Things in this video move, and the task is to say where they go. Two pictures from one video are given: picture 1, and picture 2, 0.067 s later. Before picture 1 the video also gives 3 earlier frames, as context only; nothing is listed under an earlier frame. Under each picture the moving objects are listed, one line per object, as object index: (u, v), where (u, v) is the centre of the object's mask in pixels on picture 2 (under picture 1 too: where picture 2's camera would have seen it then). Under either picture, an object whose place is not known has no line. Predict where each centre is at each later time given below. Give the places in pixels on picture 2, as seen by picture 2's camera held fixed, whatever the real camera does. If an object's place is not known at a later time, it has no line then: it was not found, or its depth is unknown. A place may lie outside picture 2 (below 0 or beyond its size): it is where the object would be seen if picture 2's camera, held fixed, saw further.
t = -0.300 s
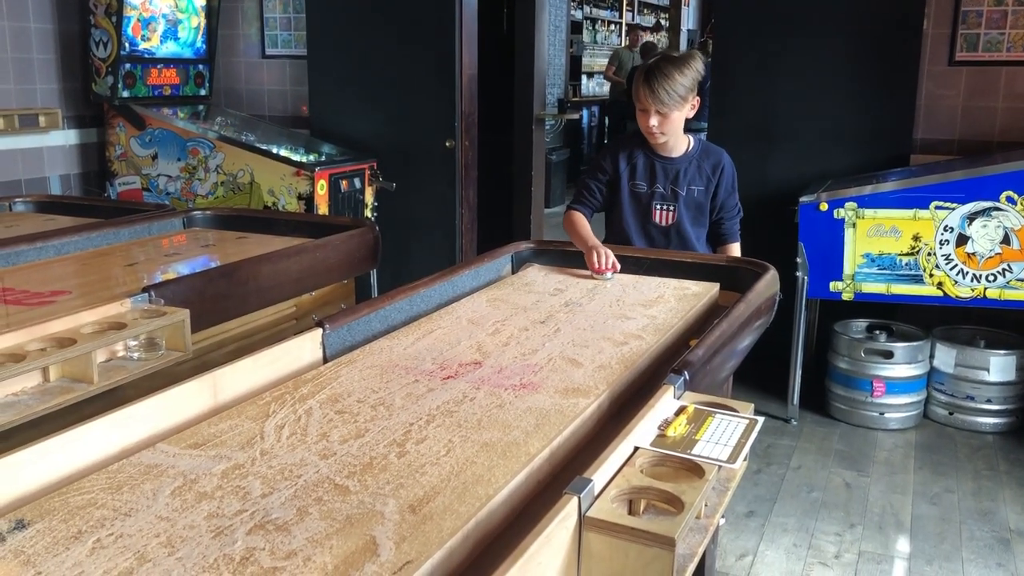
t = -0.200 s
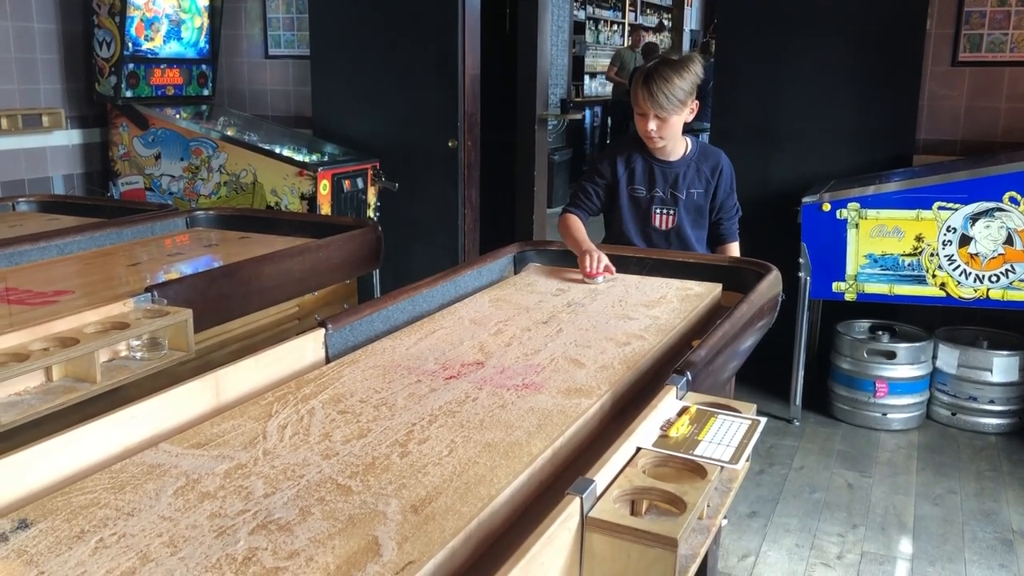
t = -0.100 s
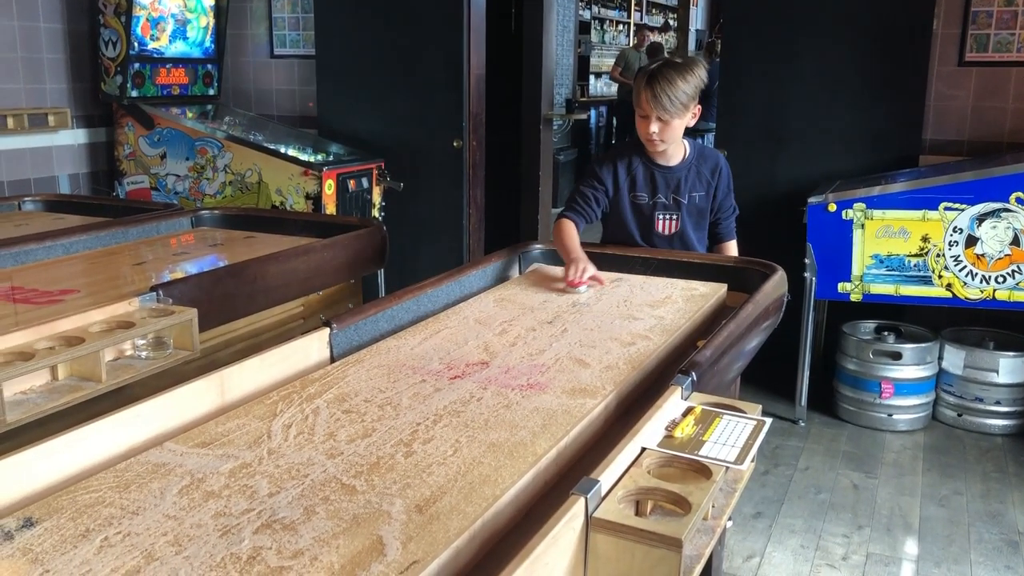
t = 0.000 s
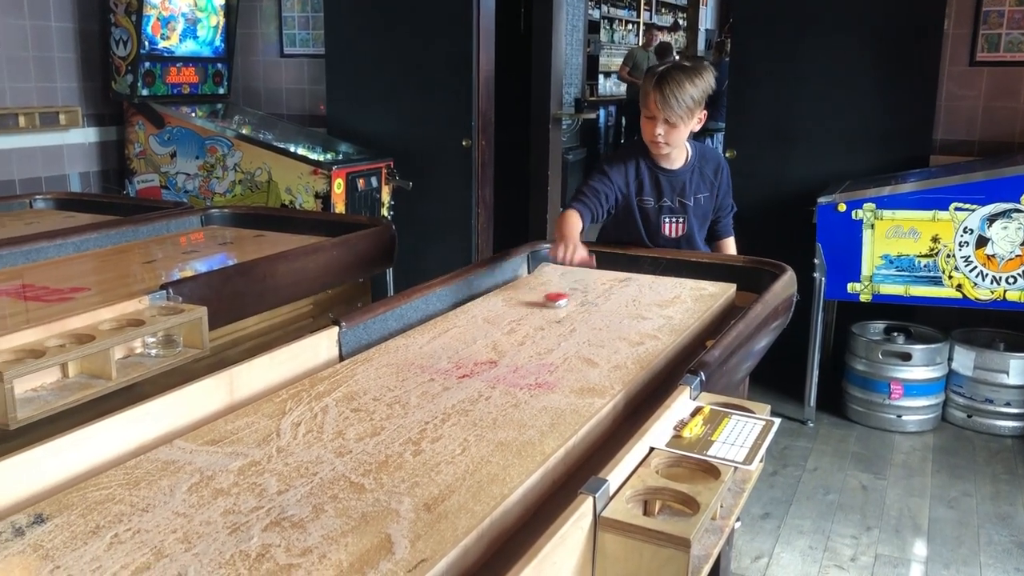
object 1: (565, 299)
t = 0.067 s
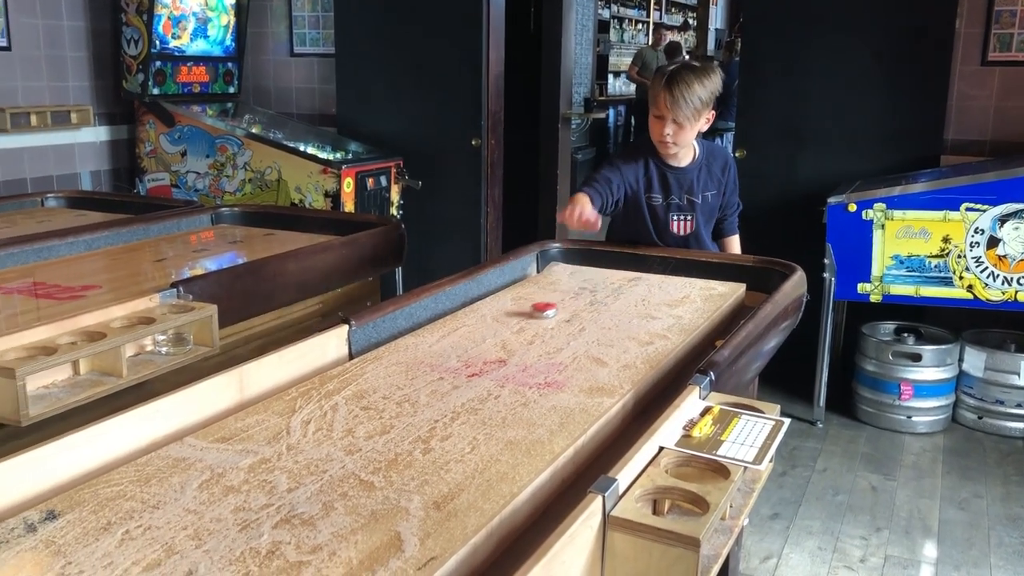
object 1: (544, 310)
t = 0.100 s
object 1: (533, 315)
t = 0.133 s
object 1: (521, 322)
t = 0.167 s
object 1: (509, 328)
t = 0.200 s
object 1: (496, 334)
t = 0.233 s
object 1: (482, 341)
